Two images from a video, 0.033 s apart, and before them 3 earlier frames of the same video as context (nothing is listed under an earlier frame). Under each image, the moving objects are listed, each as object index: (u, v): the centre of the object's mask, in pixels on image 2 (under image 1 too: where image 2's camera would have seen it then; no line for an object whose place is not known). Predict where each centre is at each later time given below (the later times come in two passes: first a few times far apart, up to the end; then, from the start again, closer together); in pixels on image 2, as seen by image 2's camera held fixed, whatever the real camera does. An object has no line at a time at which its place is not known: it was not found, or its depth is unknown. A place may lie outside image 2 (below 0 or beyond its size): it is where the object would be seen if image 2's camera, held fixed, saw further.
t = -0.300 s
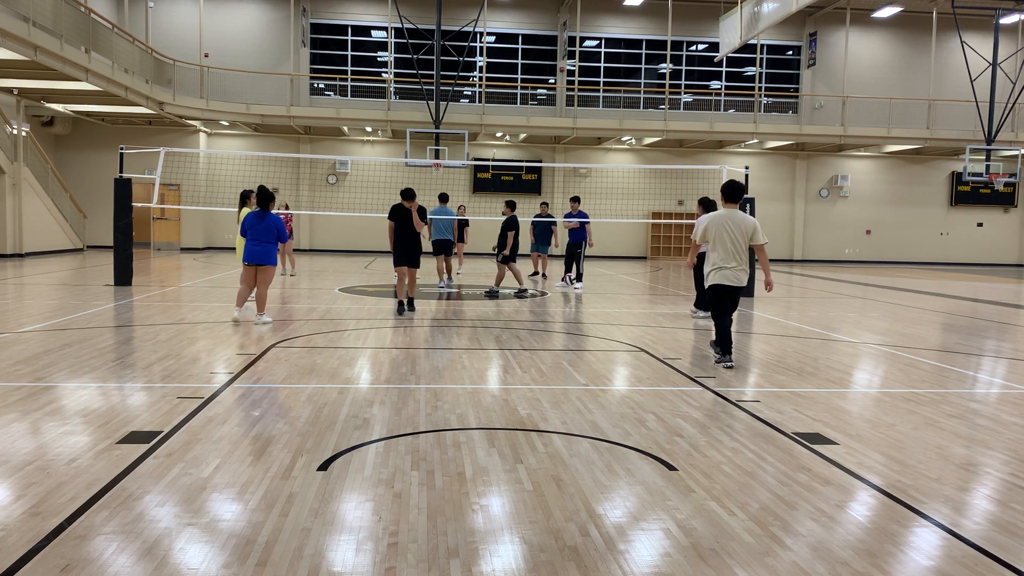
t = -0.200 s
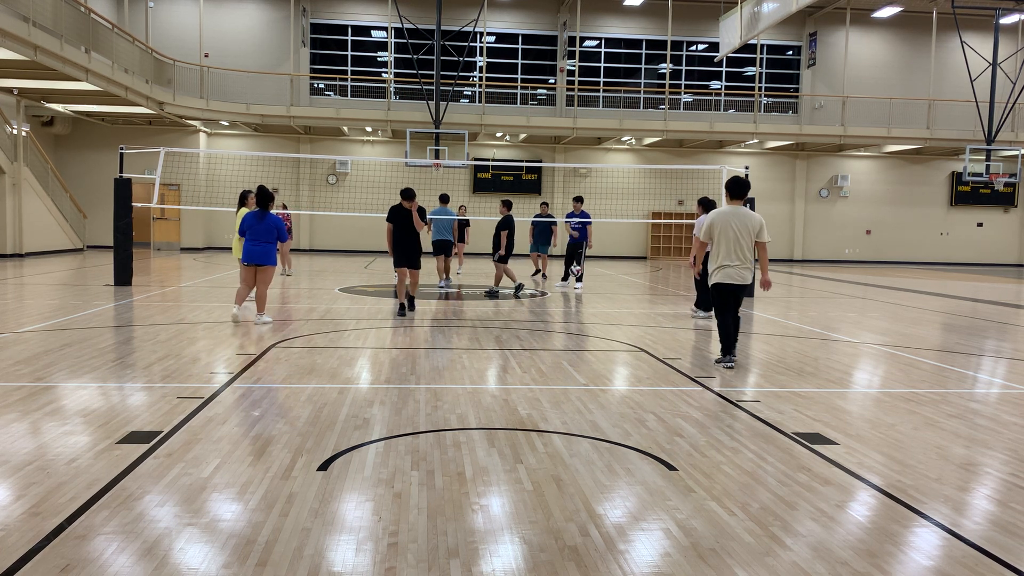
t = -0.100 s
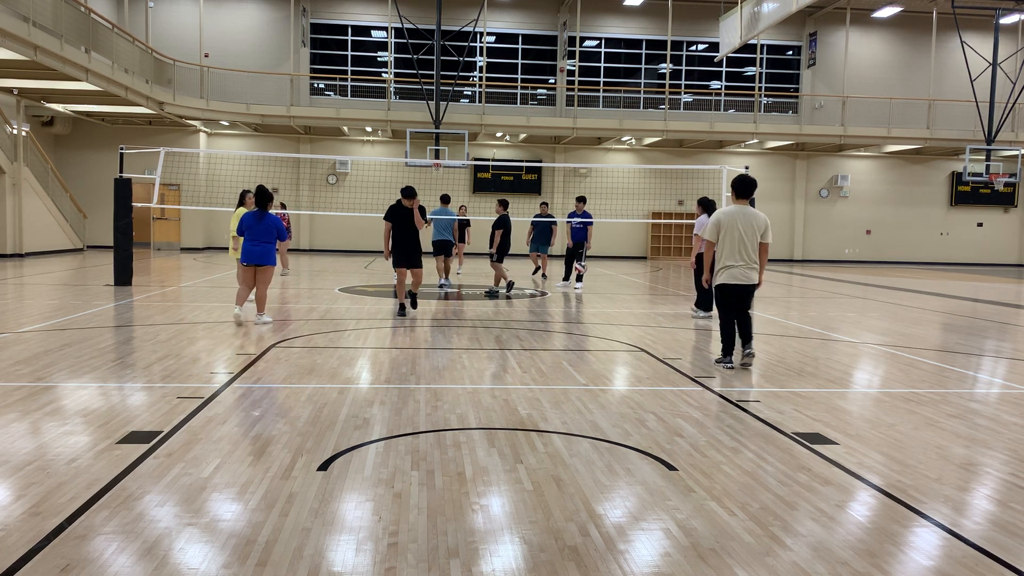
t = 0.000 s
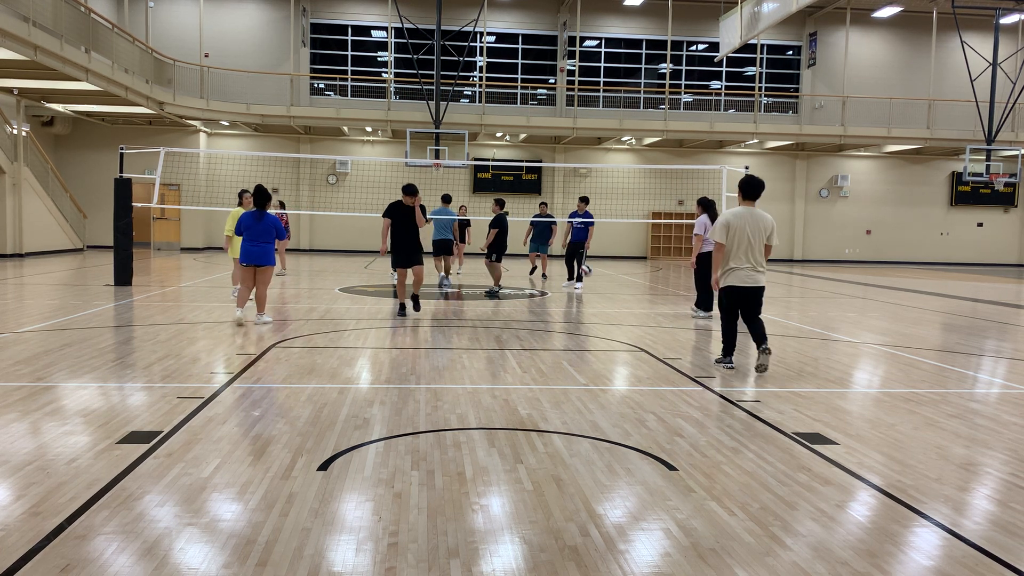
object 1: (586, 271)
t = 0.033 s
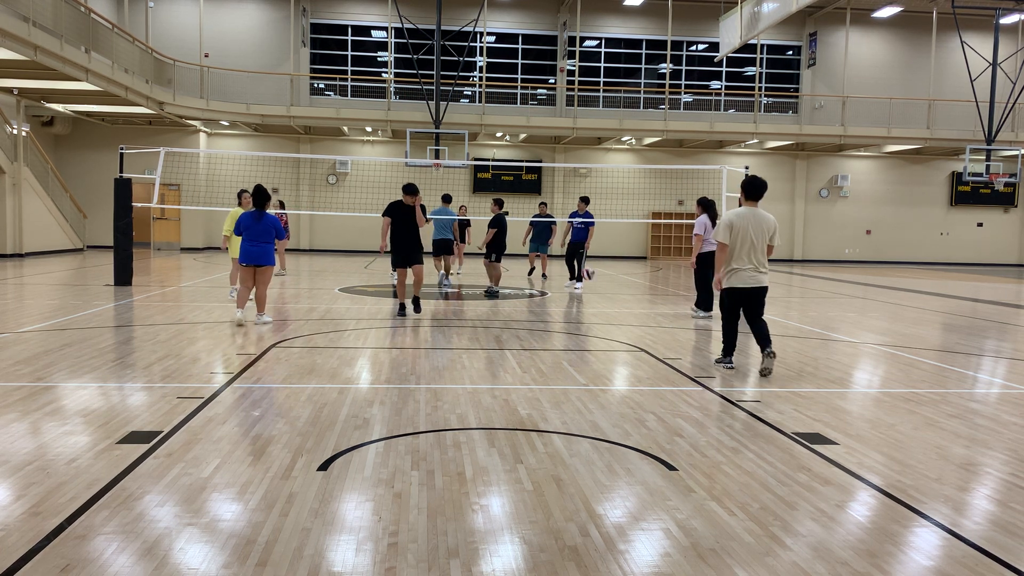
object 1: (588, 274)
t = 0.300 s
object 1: (603, 290)
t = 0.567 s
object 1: (621, 291)
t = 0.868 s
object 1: (643, 299)
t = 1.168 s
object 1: (669, 321)
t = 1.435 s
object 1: (695, 323)
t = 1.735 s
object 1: (730, 334)
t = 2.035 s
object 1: (773, 351)
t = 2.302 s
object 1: (818, 371)
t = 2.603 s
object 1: (881, 398)
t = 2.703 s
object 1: (905, 417)
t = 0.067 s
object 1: (590, 277)
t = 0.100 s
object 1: (592, 280)
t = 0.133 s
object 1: (594, 285)
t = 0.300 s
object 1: (603, 290)
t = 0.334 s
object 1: (605, 288)
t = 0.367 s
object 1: (607, 286)
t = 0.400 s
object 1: (610, 285)
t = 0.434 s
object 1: (612, 285)
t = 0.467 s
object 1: (614, 285)
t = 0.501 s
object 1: (617, 287)
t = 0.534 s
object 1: (619, 288)
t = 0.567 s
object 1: (621, 291)
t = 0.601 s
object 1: (623, 295)
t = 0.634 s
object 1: (625, 300)
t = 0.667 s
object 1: (628, 305)
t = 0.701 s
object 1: (629, 311)
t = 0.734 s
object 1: (632, 308)
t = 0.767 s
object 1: (635, 305)
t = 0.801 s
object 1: (638, 302)
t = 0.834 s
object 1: (640, 300)
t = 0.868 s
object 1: (643, 299)
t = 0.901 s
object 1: (645, 299)
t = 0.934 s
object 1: (648, 300)
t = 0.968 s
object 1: (651, 302)
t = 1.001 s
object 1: (653, 304)
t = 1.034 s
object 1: (657, 308)
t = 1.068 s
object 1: (658, 312)
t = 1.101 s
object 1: (662, 318)
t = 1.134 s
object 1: (665, 324)
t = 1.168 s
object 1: (669, 321)
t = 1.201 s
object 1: (671, 318)
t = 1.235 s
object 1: (675, 315)
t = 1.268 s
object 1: (678, 314)
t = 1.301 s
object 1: (682, 314)
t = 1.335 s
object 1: (685, 314)
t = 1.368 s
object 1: (688, 317)
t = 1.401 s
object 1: (691, 319)
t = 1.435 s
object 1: (695, 323)
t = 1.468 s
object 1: (698, 327)
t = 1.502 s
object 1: (702, 333)
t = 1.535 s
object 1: (706, 338)
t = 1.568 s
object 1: (710, 335)
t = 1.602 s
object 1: (714, 333)
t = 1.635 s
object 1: (718, 332)
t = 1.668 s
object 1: (722, 331)
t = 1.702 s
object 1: (726, 332)
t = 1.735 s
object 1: (730, 334)
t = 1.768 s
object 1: (735, 338)
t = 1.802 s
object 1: (739, 342)
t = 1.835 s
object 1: (743, 347)
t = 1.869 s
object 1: (747, 354)
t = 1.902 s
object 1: (753, 353)
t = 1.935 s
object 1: (758, 350)
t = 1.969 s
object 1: (763, 349)
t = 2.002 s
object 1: (768, 350)
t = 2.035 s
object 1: (773, 351)
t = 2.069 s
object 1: (777, 353)
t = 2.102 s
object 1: (783, 358)
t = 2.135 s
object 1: (788, 362)
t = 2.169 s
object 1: (794, 370)
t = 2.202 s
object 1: (799, 374)
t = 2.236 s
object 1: (806, 371)
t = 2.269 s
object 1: (811, 370)
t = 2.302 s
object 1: (818, 371)
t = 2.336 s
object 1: (824, 373)
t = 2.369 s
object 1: (831, 376)
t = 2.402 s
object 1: (838, 381)
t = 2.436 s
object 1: (844, 388)
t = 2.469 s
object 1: (851, 395)
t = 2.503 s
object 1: (858, 393)
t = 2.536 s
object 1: (866, 393)
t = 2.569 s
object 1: (874, 394)
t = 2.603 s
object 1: (881, 398)
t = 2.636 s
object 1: (889, 402)
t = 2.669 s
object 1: (898, 409)
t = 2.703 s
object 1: (905, 417)
